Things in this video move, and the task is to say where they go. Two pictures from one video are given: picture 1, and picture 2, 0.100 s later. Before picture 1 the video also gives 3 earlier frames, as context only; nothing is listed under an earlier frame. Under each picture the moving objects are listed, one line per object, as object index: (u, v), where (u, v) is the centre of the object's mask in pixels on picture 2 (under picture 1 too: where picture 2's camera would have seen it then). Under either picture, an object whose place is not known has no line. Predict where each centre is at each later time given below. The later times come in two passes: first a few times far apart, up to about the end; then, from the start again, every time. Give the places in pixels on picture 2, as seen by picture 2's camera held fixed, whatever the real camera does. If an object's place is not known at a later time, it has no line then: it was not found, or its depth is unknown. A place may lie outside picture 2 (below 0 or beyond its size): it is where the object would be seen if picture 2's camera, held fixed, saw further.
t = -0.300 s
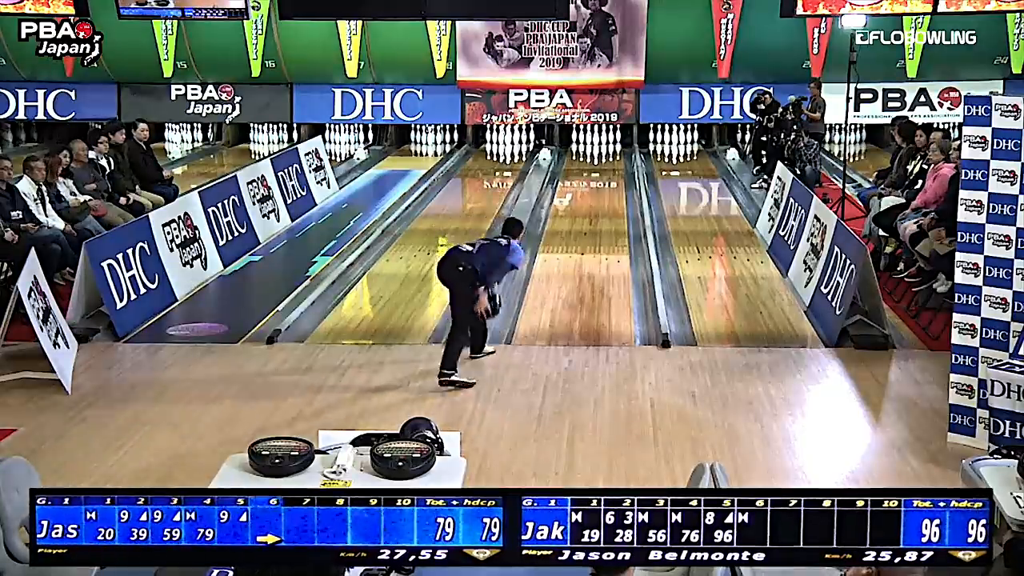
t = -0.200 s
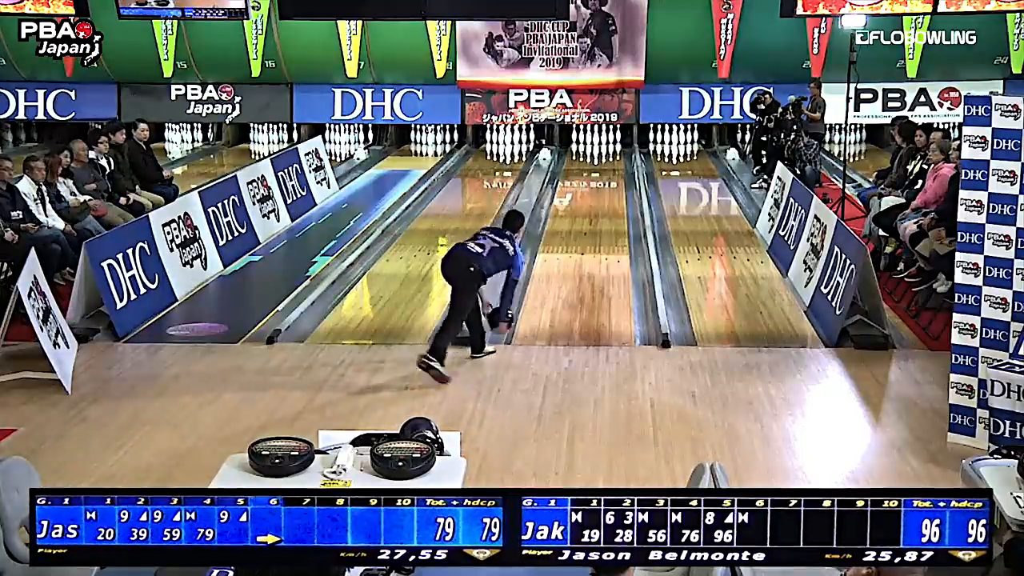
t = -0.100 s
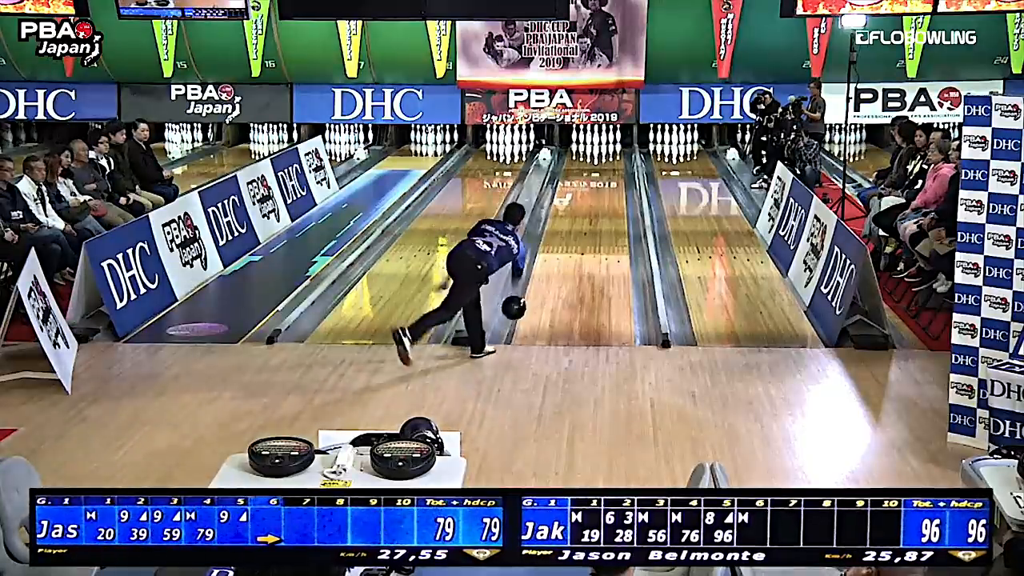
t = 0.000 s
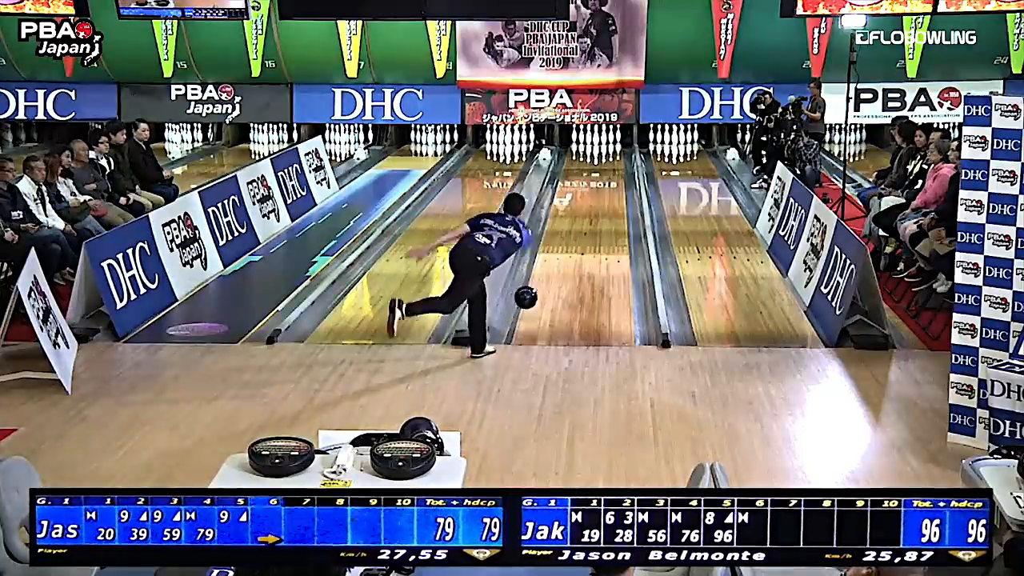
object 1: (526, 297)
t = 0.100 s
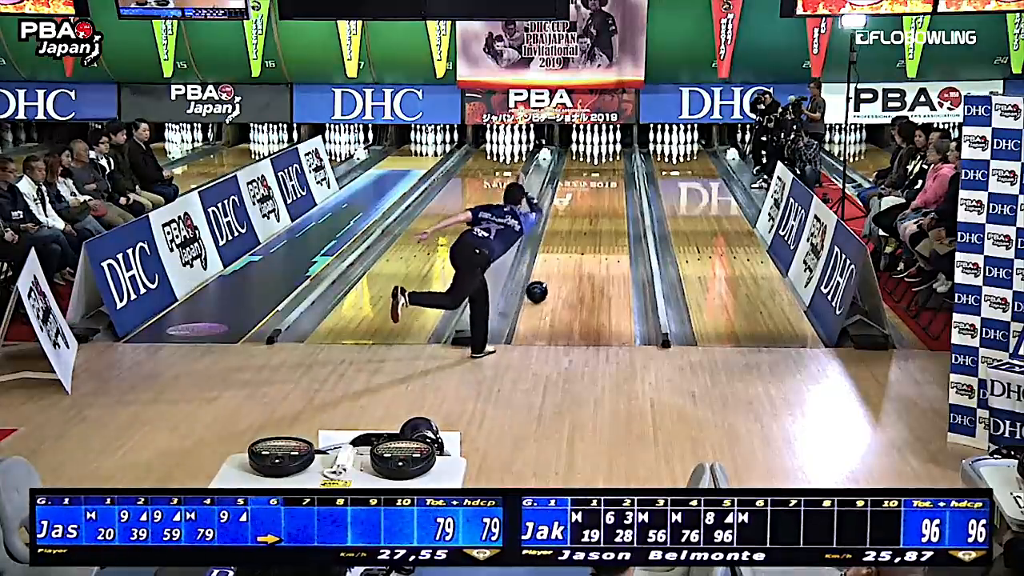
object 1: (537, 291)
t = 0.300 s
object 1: (555, 266)
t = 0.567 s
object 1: (573, 238)
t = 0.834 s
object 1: (588, 216)
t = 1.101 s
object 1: (598, 198)
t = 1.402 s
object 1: (606, 180)
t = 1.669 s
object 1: (611, 167)
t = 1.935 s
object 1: (612, 156)
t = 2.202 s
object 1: (607, 147)
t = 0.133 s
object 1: (540, 287)
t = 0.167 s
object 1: (543, 283)
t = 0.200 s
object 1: (546, 278)
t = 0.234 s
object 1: (549, 274)
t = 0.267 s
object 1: (552, 270)
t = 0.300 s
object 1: (555, 266)
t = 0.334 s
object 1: (557, 262)
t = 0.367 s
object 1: (560, 258)
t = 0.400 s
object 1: (563, 255)
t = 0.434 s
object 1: (565, 251)
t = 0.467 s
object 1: (567, 248)
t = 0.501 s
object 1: (569, 244)
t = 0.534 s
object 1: (571, 241)
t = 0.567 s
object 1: (573, 238)
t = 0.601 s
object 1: (575, 235)
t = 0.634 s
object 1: (577, 232)
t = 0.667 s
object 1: (579, 229)
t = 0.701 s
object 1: (581, 226)
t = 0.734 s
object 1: (583, 224)
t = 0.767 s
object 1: (584, 221)
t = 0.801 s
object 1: (586, 218)
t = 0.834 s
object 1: (588, 216)
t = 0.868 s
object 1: (589, 214)
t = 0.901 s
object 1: (591, 211)
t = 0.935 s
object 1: (592, 209)
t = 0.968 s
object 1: (593, 206)
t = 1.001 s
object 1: (594, 204)
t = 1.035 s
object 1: (596, 202)
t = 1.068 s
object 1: (597, 199)
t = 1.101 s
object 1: (598, 198)
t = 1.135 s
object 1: (599, 195)
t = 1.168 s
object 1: (600, 193)
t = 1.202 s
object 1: (601, 191)
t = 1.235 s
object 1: (602, 189)
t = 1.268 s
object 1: (603, 187)
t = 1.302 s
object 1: (604, 185)
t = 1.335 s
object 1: (605, 183)
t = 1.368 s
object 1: (605, 181)
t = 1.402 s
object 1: (606, 180)
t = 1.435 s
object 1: (607, 178)
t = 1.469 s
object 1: (608, 176)
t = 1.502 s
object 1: (608, 175)
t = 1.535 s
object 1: (609, 173)
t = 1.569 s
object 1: (609, 172)
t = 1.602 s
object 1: (610, 170)
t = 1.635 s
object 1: (610, 169)
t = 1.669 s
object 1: (611, 167)
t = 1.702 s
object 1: (611, 165)
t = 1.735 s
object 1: (612, 164)
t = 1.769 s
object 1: (612, 163)
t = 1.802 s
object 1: (612, 161)
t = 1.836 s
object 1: (613, 160)
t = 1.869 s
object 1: (612, 159)
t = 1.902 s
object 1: (612, 158)
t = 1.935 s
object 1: (612, 156)
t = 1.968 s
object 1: (612, 155)
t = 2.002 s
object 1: (612, 154)
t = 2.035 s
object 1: (612, 153)
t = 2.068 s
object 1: (612, 152)
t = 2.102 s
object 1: (611, 151)
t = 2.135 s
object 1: (611, 149)
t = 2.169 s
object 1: (608, 148)
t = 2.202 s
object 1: (607, 147)
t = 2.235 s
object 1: (606, 146)
